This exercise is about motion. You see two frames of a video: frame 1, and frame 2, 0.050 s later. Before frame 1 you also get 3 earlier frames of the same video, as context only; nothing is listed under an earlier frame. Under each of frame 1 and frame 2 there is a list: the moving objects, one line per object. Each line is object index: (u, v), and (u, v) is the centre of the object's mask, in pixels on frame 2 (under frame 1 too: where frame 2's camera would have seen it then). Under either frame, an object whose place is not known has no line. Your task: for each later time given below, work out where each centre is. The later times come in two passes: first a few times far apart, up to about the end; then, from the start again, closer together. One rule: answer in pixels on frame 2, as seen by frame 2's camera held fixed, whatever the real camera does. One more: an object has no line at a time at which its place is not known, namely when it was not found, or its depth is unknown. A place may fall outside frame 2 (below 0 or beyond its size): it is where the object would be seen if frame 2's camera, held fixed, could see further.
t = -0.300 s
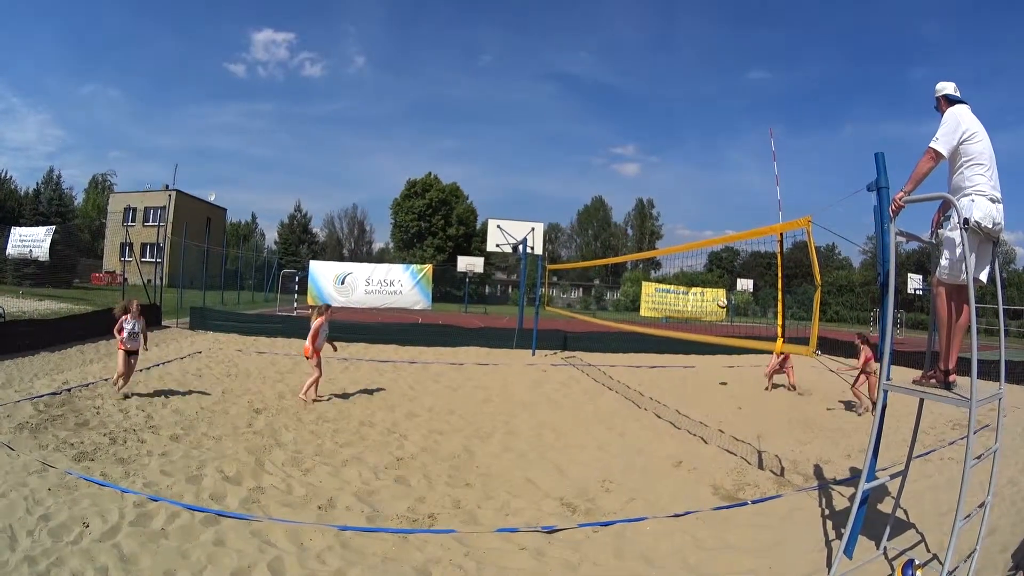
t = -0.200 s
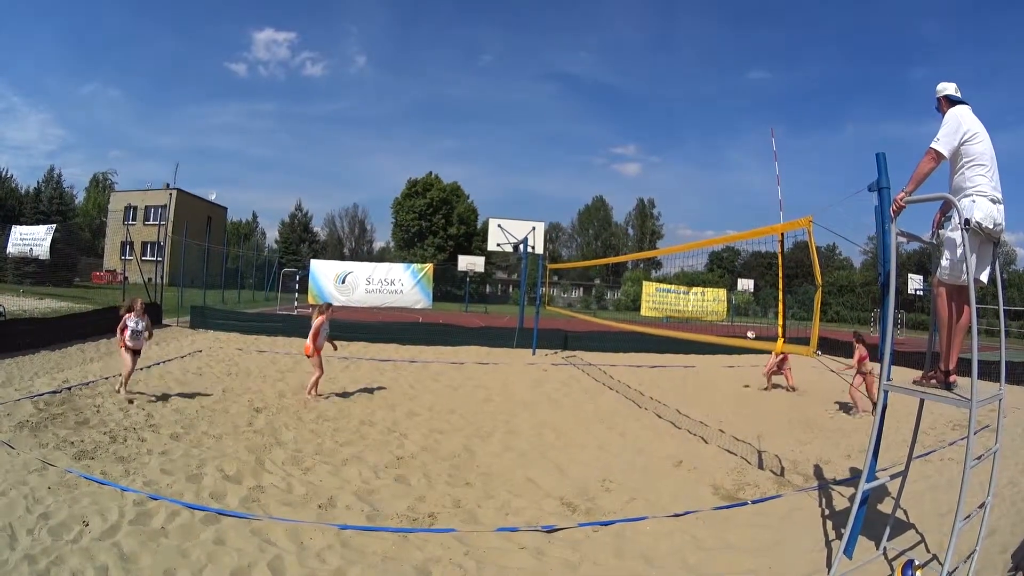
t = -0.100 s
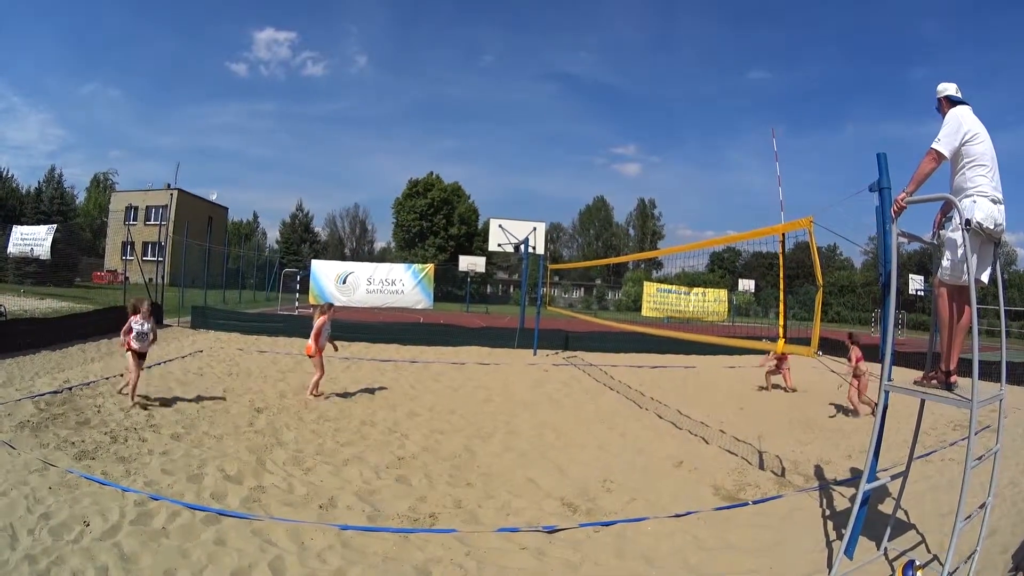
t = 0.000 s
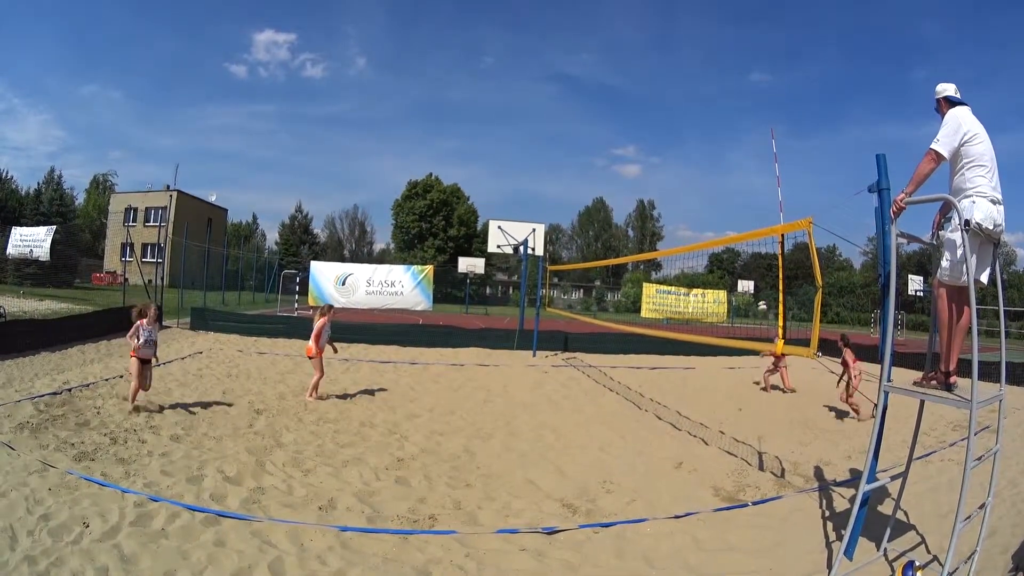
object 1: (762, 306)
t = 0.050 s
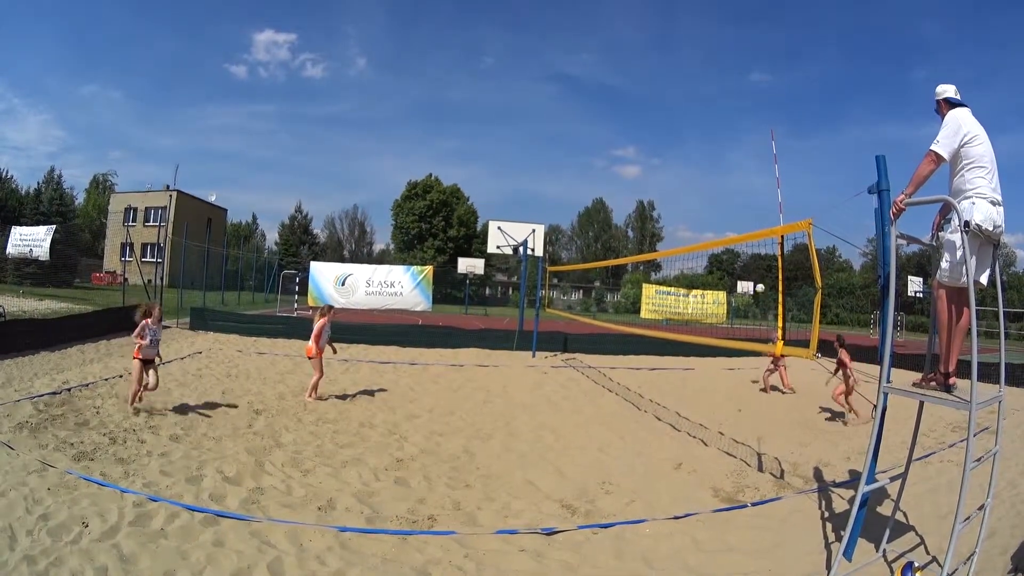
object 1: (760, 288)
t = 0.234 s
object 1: (752, 230)
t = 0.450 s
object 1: (742, 186)
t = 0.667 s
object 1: (732, 161)
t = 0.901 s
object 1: (723, 159)
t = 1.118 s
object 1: (716, 180)
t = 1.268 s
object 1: (709, 212)
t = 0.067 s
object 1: (759, 283)
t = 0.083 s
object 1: (759, 276)
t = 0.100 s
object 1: (758, 272)
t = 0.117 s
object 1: (757, 266)
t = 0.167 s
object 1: (755, 250)
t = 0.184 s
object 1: (755, 247)
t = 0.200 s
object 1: (754, 243)
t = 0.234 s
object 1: (752, 230)
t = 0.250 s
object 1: (754, 226)
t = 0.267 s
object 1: (753, 225)
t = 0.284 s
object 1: (751, 221)
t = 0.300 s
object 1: (750, 215)
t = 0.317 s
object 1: (749, 211)
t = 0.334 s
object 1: (748, 208)
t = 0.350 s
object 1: (748, 203)
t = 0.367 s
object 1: (746, 200)
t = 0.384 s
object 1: (746, 198)
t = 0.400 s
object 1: (745, 194)
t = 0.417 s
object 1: (744, 191)
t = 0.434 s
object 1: (742, 188)
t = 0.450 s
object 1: (742, 186)
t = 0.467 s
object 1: (741, 183)
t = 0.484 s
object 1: (741, 180)
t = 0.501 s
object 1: (739, 178)
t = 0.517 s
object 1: (739, 175)
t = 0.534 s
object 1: (738, 173)
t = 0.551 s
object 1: (738, 171)
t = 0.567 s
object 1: (736, 170)
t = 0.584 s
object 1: (736, 168)
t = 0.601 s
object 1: (735, 166)
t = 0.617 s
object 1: (734, 165)
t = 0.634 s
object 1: (733, 163)
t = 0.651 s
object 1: (732, 162)
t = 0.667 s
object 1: (732, 161)
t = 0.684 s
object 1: (732, 160)
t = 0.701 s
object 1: (731, 159)
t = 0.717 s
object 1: (730, 158)
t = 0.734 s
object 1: (729, 157)
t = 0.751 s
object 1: (729, 157)
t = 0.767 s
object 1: (728, 157)
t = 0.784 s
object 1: (728, 157)
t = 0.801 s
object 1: (727, 156)
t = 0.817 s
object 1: (727, 156)
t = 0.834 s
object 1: (726, 156)
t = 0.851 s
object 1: (725, 157)
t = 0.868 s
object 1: (724, 157)
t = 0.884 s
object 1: (724, 158)
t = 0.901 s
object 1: (723, 159)
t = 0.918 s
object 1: (722, 159)
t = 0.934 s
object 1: (722, 160)
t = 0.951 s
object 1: (721, 161)
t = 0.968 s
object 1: (721, 162)
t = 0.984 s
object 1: (720, 164)
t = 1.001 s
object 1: (719, 165)
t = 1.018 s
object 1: (719, 167)
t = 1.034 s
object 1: (718, 169)
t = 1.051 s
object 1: (718, 171)
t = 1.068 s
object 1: (717, 173)
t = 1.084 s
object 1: (716, 176)
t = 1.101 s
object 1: (716, 178)
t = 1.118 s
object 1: (716, 180)
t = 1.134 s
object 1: (715, 184)
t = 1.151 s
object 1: (714, 186)
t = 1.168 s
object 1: (713, 189)
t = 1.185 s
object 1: (713, 192)
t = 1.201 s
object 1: (711, 196)
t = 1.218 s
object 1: (711, 200)
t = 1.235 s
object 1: (710, 202)
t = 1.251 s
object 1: (709, 206)
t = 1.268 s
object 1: (709, 212)
